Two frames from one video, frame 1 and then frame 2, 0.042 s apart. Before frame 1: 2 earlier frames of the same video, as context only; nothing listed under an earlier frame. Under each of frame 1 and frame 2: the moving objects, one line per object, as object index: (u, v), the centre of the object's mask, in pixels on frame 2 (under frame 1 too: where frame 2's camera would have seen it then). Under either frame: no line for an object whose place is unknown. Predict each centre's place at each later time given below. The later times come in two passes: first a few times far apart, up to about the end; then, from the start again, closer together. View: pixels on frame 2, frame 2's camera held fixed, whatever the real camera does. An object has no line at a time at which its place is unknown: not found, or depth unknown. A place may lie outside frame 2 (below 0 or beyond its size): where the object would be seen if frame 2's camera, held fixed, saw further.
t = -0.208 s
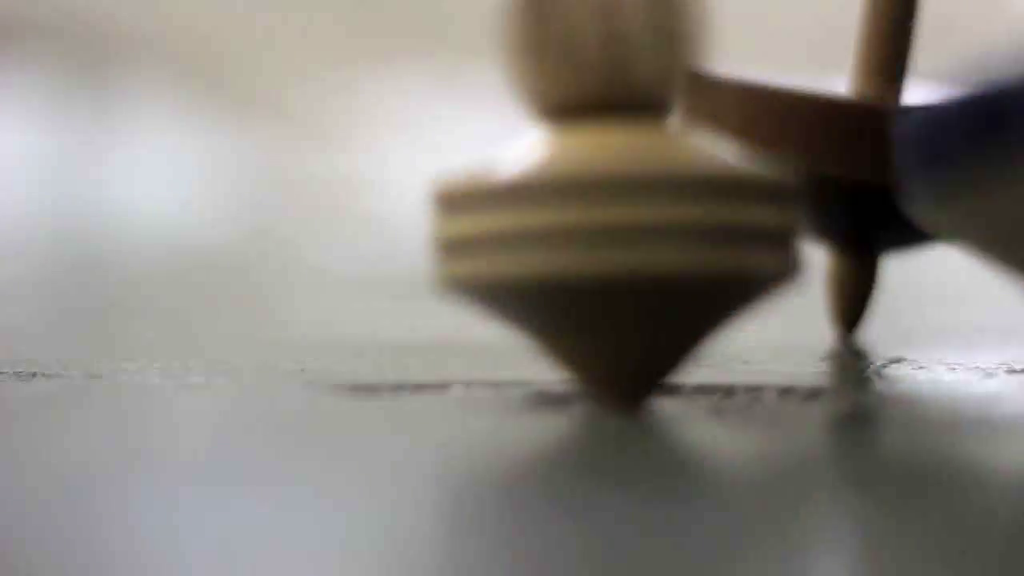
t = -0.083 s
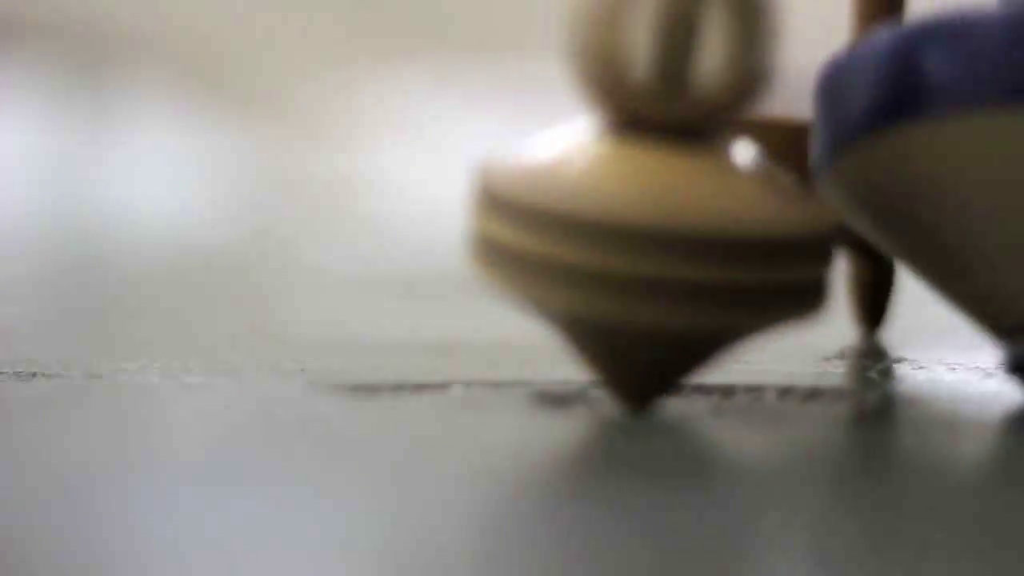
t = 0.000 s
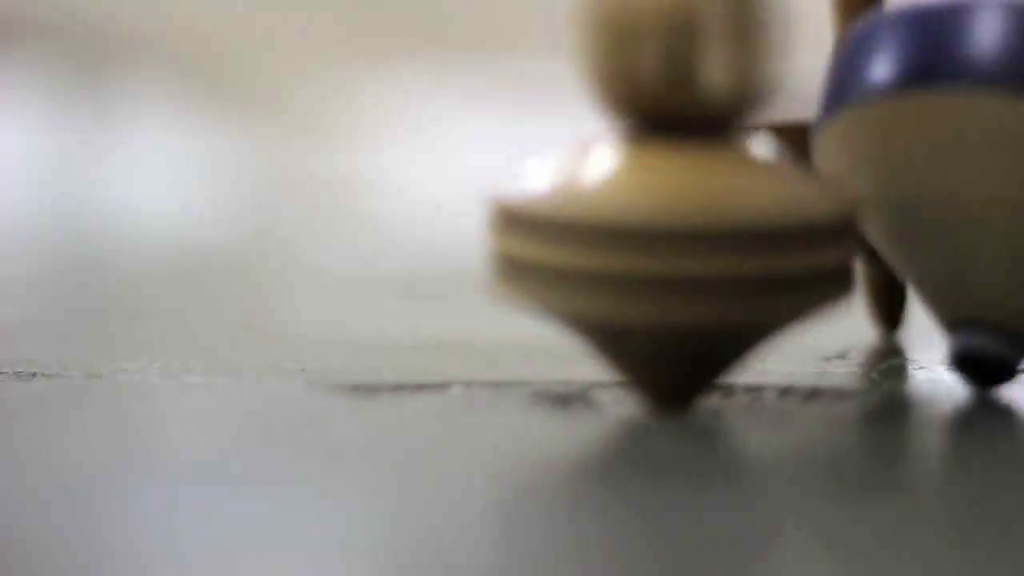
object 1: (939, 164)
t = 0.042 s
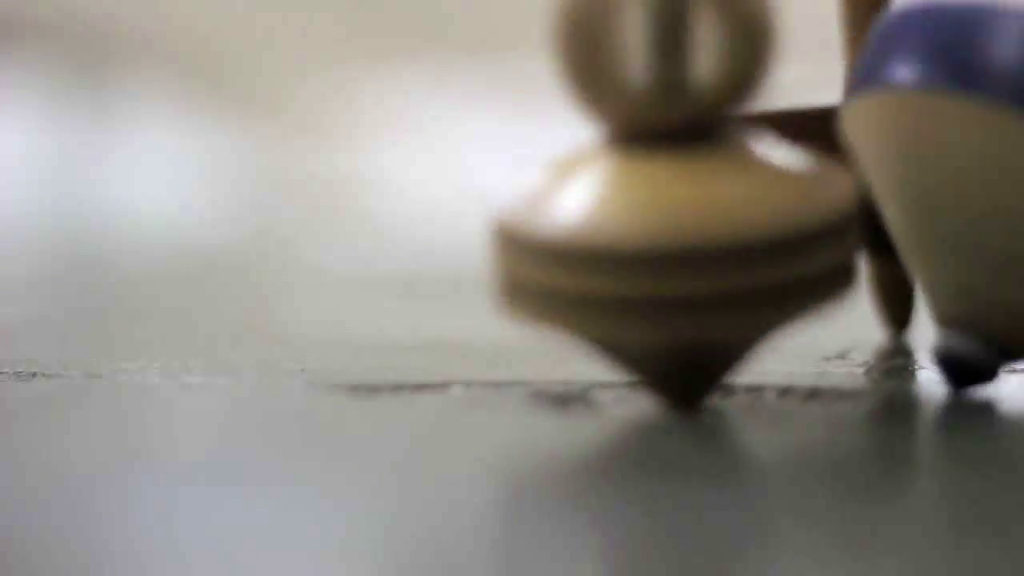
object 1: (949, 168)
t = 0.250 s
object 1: (936, 171)
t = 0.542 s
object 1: (982, 242)
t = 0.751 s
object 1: (978, 170)
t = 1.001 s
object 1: (981, 181)
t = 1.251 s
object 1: (957, 162)
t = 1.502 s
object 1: (971, 194)
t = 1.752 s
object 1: (930, 174)
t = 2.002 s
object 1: (897, 183)
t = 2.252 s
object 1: (896, 190)
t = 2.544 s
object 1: (869, 180)
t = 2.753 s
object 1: (832, 195)
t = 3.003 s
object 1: (859, 180)
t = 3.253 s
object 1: (834, 190)
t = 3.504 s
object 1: (680, 200)
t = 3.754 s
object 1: (662, 193)
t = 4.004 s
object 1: (652, 193)
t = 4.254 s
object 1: (592, 204)
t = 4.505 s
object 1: (611, 199)
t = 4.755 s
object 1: (591, 192)
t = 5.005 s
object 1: (441, 187)
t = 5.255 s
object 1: (173, 205)
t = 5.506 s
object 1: (498, 220)
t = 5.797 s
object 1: (356, 187)
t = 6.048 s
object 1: (190, 213)
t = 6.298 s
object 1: (266, 204)
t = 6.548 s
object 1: (508, 210)
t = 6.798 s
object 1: (536, 212)
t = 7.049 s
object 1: (440, 192)
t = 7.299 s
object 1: (308, 190)
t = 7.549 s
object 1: (218, 206)
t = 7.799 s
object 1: (206, 219)
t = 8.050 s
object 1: (219, 206)
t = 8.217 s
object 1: (248, 202)
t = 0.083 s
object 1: (950, 177)
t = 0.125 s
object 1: (943, 184)
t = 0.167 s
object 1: (934, 178)
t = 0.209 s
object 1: (931, 175)
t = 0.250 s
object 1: (936, 171)
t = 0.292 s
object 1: (937, 166)
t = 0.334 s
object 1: (934, 165)
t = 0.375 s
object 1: (934, 171)
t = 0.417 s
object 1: (930, 196)
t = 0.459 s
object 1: (945, 190)
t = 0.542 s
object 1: (982, 242)
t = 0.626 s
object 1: (985, 238)
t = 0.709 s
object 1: (978, 213)
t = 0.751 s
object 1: (978, 170)
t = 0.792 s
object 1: (976, 158)
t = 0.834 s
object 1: (969, 157)
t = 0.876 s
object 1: (974, 157)
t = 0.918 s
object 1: (984, 159)
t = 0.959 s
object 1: (975, 166)
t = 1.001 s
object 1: (981, 181)
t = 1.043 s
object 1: (986, 187)
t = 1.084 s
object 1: (966, 170)
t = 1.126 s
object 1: (957, 171)
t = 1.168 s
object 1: (951, 162)
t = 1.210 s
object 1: (958, 159)
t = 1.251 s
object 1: (957, 162)
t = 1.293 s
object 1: (953, 181)
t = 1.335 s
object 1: (957, 182)
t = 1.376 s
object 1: (959, 193)
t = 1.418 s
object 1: (957, 208)
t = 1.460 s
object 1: (970, 192)
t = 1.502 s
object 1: (971, 194)
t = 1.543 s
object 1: (962, 200)
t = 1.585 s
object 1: (943, 218)
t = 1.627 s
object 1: (942, 208)
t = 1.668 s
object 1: (944, 175)
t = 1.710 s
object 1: (936, 164)
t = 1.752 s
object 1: (930, 174)
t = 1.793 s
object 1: (920, 174)
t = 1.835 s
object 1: (912, 177)
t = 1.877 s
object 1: (921, 188)
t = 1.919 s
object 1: (924, 203)
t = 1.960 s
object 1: (905, 182)
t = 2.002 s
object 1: (897, 183)
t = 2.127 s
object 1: (889, 173)
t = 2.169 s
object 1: (881, 191)
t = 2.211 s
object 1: (888, 188)
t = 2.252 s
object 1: (896, 190)
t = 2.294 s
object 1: (895, 197)
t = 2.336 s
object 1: (891, 214)
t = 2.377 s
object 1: (886, 189)
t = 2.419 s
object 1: (886, 181)
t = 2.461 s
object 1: (876, 181)
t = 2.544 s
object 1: (869, 180)
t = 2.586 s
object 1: (855, 175)
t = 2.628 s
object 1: (837, 182)
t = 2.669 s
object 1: (832, 187)
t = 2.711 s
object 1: (838, 207)
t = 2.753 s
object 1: (832, 195)
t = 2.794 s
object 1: (831, 189)
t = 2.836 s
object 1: (841, 185)
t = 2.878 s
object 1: (845, 190)
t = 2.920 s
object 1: (840, 184)
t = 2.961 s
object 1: (852, 175)
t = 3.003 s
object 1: (859, 180)
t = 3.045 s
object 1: (851, 195)
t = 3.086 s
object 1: (858, 208)
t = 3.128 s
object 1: (869, 191)
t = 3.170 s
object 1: (872, 190)
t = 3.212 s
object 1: (856, 198)
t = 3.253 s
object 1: (834, 190)
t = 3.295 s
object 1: (818, 179)
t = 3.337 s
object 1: (794, 174)
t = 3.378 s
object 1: (738, 174)
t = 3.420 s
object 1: (685, 180)
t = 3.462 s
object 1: (661, 181)
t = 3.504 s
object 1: (680, 200)
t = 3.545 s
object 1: (670, 213)
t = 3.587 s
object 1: (669, 196)
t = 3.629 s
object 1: (657, 179)
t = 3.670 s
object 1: (656, 175)
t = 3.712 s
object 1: (669, 184)
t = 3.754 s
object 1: (662, 193)
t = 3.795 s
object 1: (651, 201)
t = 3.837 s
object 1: (673, 203)
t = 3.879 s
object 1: (697, 194)
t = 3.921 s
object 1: (697, 193)
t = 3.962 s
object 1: (674, 202)
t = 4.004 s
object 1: (652, 193)
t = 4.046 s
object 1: (642, 192)
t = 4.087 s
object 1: (636, 190)
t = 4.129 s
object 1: (637, 191)
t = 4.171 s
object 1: (623, 198)
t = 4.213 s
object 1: (598, 198)
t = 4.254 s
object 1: (592, 204)
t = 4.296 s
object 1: (614, 208)
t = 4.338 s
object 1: (617, 194)
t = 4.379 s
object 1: (613, 193)
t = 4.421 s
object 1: (613, 197)
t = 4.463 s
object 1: (613, 193)
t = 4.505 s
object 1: (611, 199)
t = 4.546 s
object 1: (618, 212)
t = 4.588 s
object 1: (622, 204)
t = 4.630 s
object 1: (624, 191)
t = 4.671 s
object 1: (615, 197)
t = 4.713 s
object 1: (599, 196)
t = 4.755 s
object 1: (591, 192)
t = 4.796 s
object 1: (591, 190)
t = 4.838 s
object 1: (585, 189)
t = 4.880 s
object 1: (570, 191)
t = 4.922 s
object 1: (545, 189)
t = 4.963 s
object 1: (503, 188)
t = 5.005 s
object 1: (441, 187)
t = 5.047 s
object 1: (369, 189)
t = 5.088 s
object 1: (295, 197)
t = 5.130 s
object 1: (222, 204)
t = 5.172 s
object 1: (179, 212)
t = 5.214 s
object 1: (168, 214)
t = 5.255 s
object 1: (173, 205)
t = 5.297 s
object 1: (209, 202)
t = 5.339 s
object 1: (272, 202)
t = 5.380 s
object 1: (347, 201)
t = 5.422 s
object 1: (415, 201)
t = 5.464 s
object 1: (463, 210)
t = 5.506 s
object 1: (498, 220)
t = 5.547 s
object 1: (515, 230)
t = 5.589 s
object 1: (528, 217)
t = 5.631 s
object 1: (513, 210)
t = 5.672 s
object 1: (488, 201)
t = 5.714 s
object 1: (450, 195)
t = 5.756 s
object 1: (405, 190)
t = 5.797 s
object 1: (356, 187)
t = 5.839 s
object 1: (309, 187)
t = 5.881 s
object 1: (266, 192)
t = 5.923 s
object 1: (233, 198)
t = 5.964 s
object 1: (208, 203)
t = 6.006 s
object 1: (195, 207)
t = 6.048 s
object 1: (190, 213)
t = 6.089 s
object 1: (192, 218)
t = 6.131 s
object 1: (192, 213)
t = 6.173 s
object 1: (201, 209)
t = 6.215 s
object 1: (216, 205)
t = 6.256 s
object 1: (236, 202)
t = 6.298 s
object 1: (266, 204)
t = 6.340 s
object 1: (306, 204)
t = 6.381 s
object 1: (350, 203)
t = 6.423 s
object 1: (395, 204)
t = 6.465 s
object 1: (437, 205)
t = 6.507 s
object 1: (474, 205)
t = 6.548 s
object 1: (508, 210)
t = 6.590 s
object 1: (532, 218)
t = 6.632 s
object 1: (546, 220)
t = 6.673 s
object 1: (548, 232)
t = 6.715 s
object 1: (548, 223)
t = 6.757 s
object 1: (541, 217)
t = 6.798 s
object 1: (536, 212)
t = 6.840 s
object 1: (528, 208)
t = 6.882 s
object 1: (515, 206)
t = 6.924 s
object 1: (498, 202)
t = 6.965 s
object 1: (480, 198)
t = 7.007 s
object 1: (462, 194)
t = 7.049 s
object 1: (440, 192)
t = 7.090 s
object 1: (416, 191)
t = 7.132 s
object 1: (392, 190)
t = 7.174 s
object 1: (369, 189)
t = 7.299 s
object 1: (308, 190)
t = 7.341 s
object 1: (292, 191)
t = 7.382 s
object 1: (276, 194)
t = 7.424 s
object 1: (260, 197)
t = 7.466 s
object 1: (244, 201)
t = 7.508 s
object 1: (229, 204)
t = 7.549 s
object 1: (218, 206)
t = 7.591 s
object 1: (211, 209)
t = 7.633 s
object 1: (206, 211)
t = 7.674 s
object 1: (204, 214)
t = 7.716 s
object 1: (203, 216)
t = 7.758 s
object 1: (204, 218)
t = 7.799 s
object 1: (206, 219)
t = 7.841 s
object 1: (204, 217)
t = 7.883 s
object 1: (206, 214)
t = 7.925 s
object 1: (207, 212)
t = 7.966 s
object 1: (210, 210)
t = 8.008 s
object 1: (214, 208)
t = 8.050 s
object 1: (219, 206)
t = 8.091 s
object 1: (224, 205)
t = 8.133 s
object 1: (230, 204)
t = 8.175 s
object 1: (237, 203)
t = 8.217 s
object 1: (248, 202)
